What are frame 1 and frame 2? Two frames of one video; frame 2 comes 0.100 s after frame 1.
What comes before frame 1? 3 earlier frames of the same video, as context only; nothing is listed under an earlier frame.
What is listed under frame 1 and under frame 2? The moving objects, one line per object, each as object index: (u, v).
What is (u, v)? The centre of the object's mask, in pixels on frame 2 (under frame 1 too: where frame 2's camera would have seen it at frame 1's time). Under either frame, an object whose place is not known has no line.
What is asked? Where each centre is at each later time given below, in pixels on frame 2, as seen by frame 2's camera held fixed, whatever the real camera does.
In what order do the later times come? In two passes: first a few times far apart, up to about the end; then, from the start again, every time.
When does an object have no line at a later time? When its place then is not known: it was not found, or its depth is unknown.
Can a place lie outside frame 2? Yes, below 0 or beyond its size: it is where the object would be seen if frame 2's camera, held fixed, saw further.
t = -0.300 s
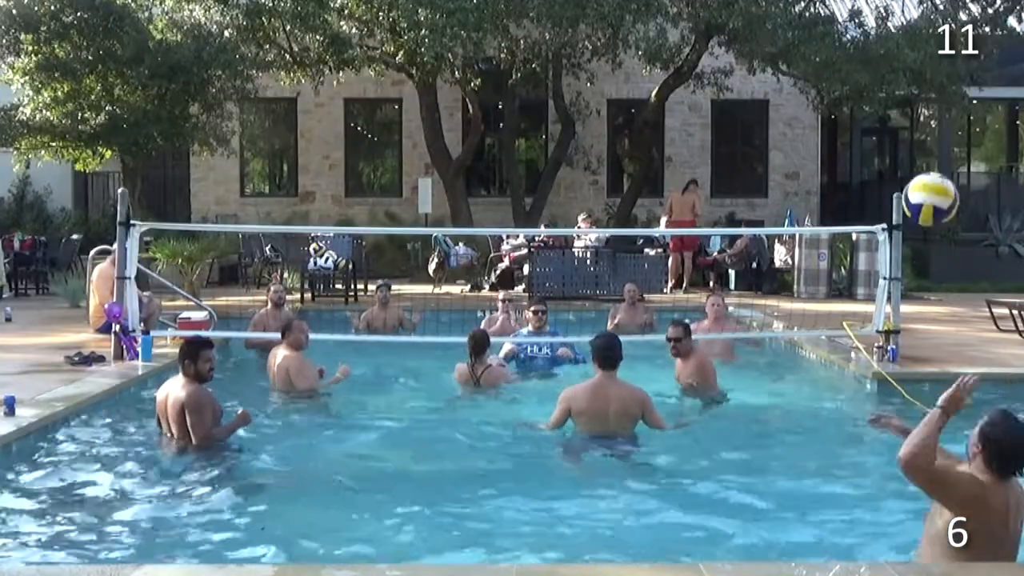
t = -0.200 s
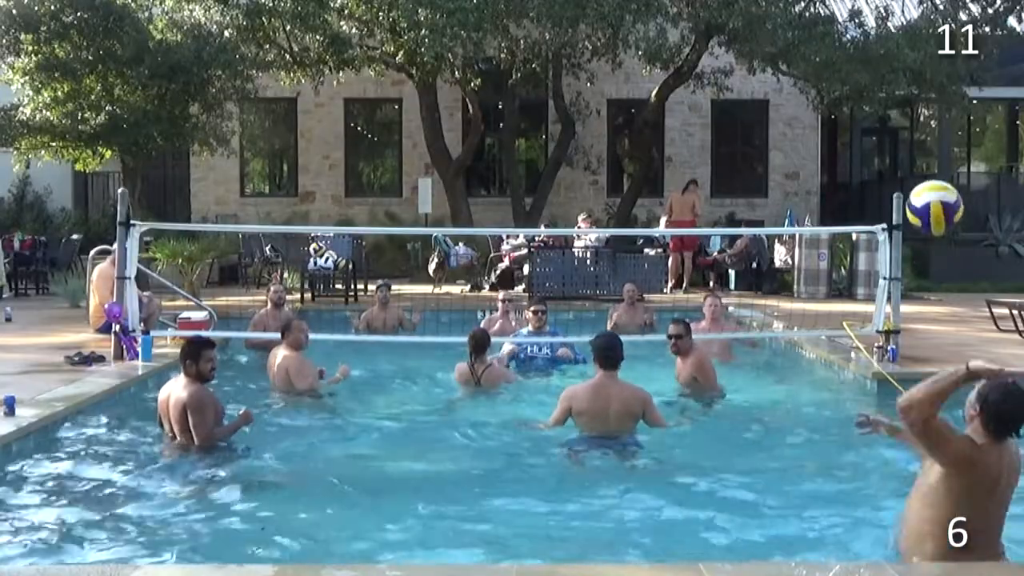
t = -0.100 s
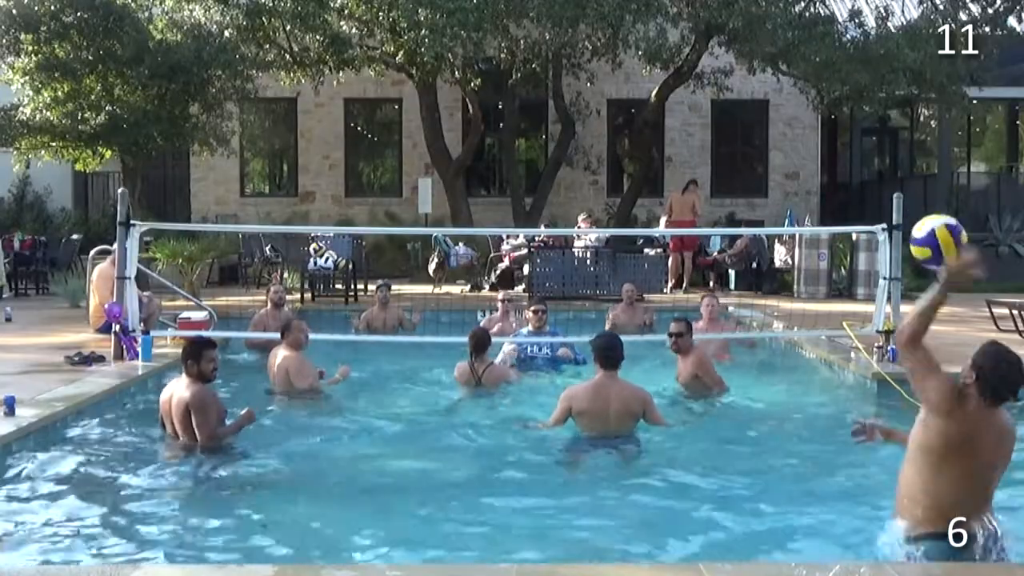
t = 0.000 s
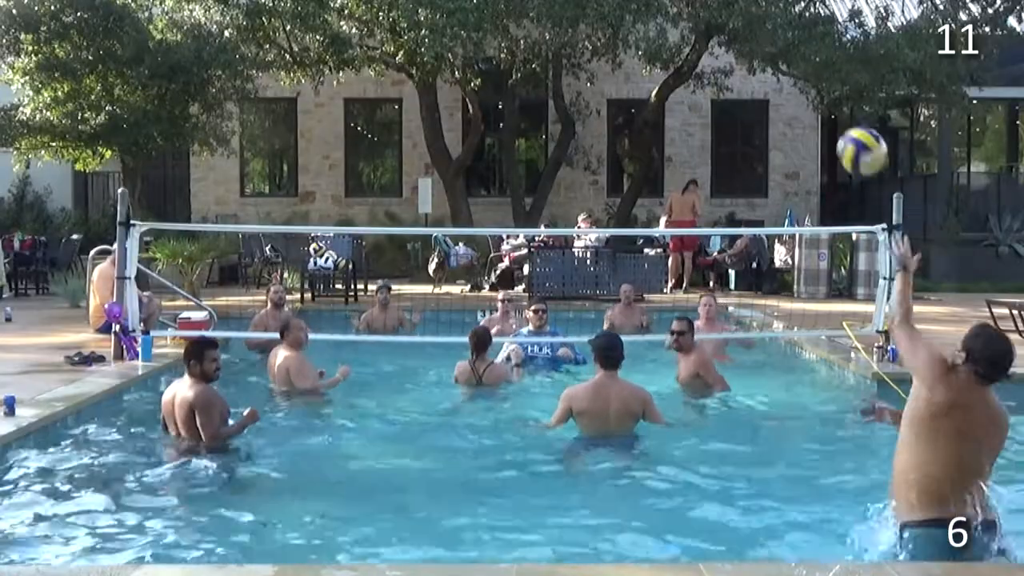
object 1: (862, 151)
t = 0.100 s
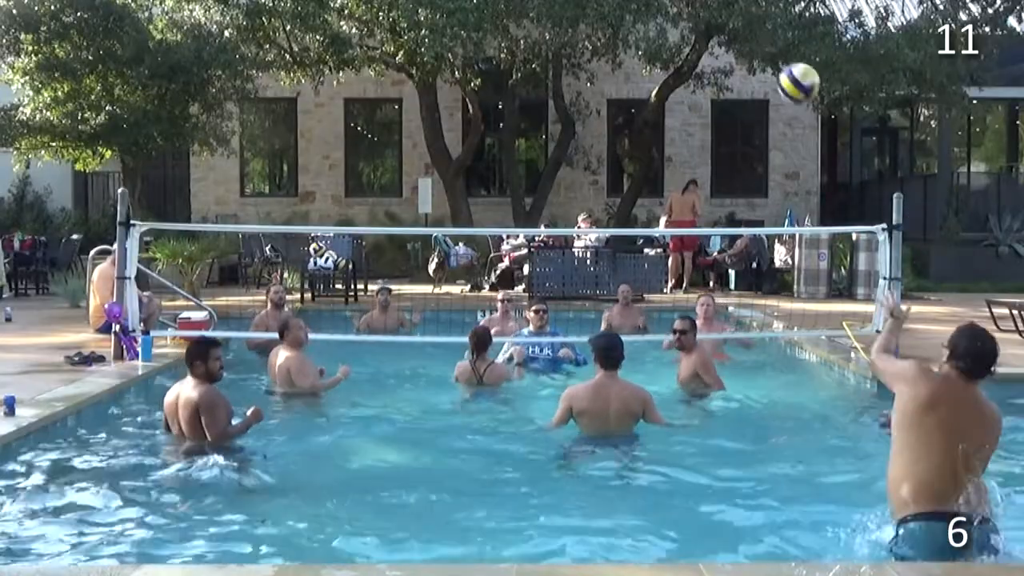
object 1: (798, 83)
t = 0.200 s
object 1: (751, 47)
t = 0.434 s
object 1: (677, 39)
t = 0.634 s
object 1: (638, 80)
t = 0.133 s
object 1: (781, 68)
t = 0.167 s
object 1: (765, 56)
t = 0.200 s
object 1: (751, 47)
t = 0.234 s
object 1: (738, 41)
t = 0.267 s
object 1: (725, 36)
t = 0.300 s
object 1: (714, 34)
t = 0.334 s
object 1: (703, 33)
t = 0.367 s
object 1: (694, 34)
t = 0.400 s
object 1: (685, 36)
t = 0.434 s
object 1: (677, 39)
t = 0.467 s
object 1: (669, 44)
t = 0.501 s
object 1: (662, 51)
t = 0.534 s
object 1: (655, 58)
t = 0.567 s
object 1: (650, 63)
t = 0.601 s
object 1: (644, 70)
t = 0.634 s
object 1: (638, 80)
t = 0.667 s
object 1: (632, 90)
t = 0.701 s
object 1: (627, 101)
